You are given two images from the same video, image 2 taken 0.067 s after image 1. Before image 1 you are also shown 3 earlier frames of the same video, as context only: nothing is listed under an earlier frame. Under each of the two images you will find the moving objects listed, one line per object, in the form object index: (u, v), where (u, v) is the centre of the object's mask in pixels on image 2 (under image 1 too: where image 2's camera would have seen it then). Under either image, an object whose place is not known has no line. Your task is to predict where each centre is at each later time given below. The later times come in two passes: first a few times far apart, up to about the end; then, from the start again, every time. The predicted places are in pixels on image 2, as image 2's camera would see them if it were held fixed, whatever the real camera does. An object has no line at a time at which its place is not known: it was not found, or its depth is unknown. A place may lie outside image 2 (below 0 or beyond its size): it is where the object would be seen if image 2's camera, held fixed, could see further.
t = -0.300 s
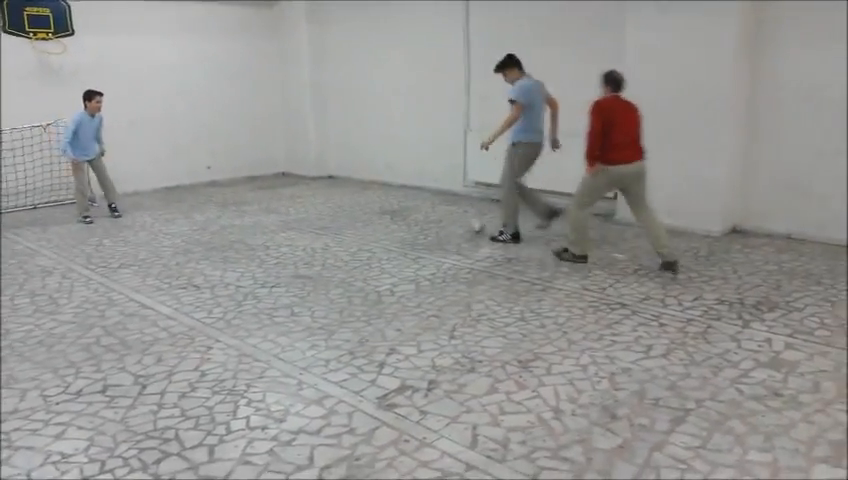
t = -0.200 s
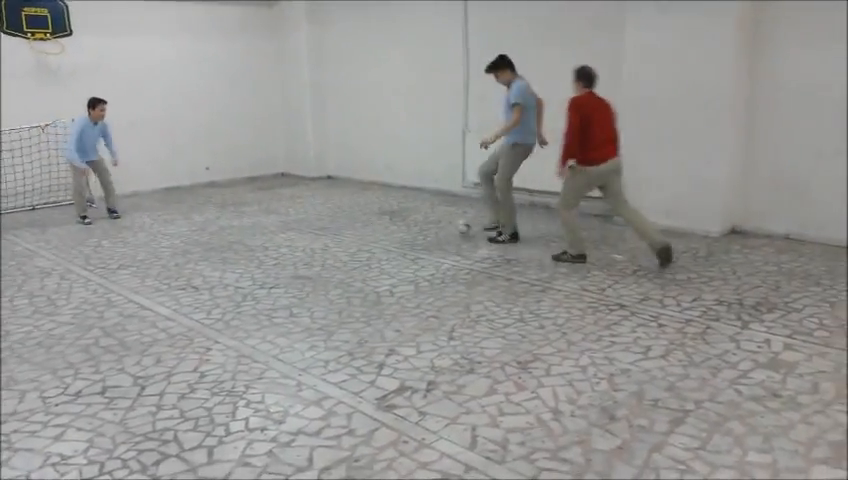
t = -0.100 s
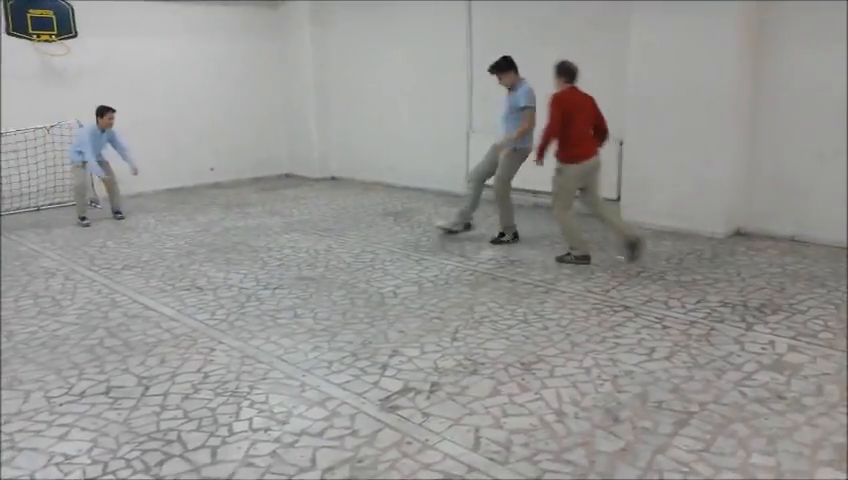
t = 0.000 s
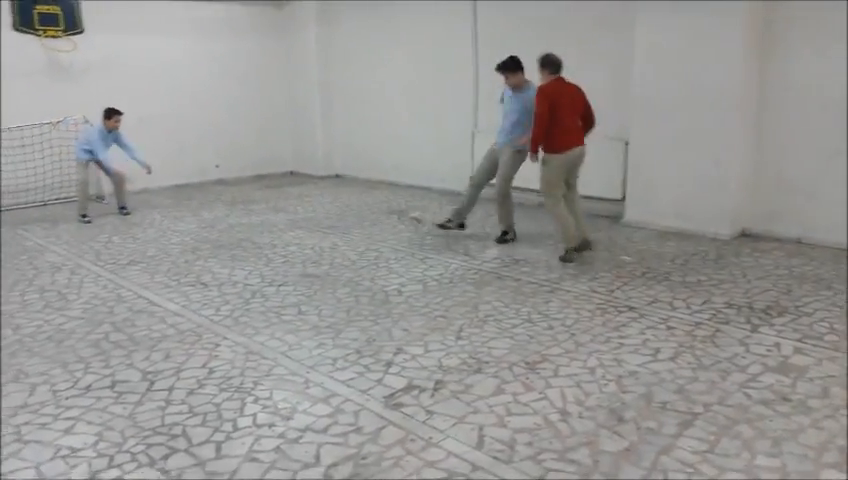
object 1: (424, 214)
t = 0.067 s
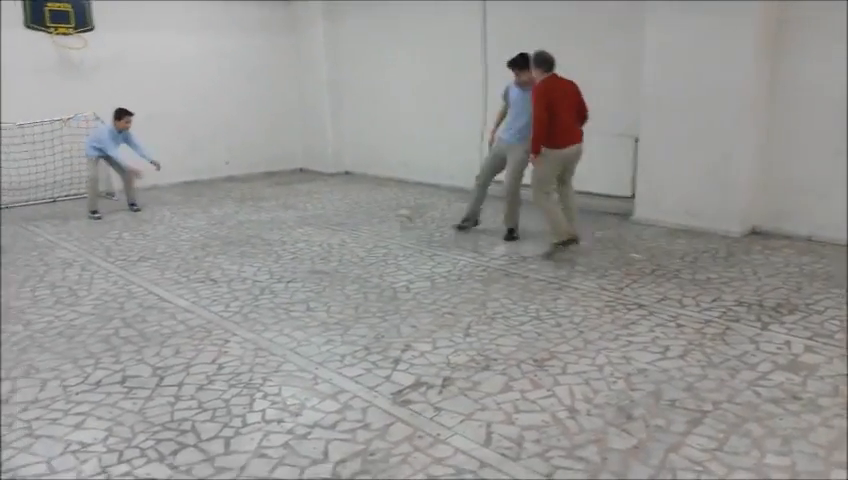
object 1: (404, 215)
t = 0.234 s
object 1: (368, 213)
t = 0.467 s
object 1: (330, 210)
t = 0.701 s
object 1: (298, 208)
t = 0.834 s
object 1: (280, 206)
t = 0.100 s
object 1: (396, 218)
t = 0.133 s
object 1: (385, 220)
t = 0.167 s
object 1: (379, 219)
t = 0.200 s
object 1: (372, 214)
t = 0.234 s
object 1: (368, 213)
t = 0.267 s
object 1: (363, 211)
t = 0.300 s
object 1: (357, 211)
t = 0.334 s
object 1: (350, 215)
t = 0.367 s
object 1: (345, 215)
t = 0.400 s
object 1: (340, 213)
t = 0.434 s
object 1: (336, 213)
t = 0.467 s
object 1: (330, 210)
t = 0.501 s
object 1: (324, 210)
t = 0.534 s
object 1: (318, 212)
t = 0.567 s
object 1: (314, 211)
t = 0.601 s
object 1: (309, 208)
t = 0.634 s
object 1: (306, 208)
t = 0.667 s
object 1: (301, 208)
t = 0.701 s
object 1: (298, 208)
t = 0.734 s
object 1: (292, 207)
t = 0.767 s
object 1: (288, 207)
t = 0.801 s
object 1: (284, 205)
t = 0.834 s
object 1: (280, 206)
